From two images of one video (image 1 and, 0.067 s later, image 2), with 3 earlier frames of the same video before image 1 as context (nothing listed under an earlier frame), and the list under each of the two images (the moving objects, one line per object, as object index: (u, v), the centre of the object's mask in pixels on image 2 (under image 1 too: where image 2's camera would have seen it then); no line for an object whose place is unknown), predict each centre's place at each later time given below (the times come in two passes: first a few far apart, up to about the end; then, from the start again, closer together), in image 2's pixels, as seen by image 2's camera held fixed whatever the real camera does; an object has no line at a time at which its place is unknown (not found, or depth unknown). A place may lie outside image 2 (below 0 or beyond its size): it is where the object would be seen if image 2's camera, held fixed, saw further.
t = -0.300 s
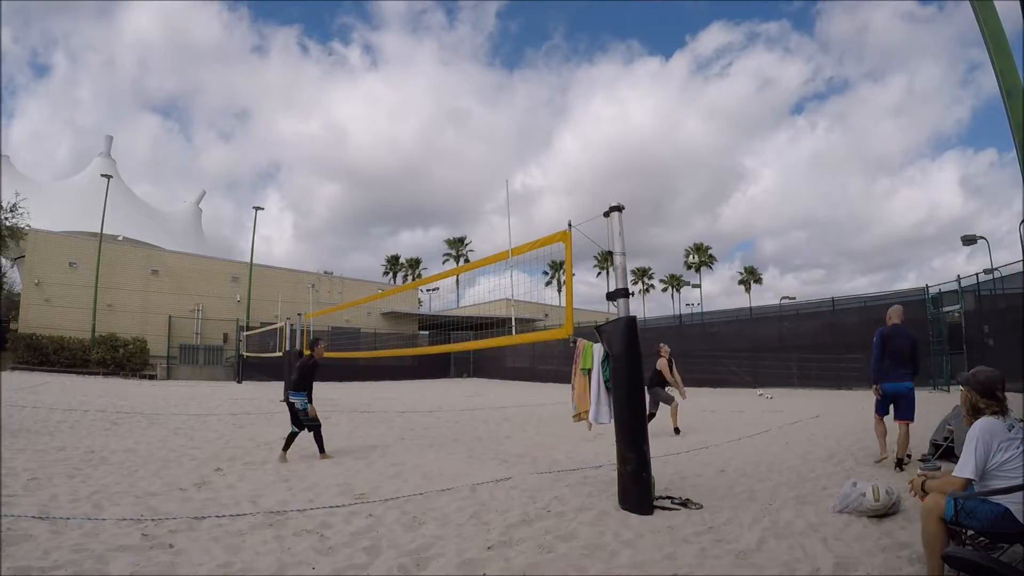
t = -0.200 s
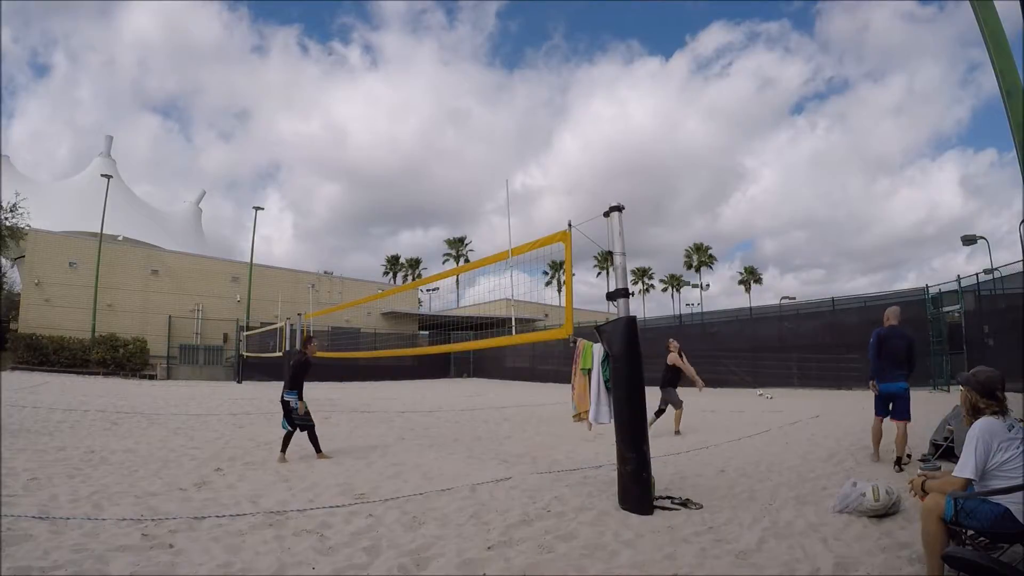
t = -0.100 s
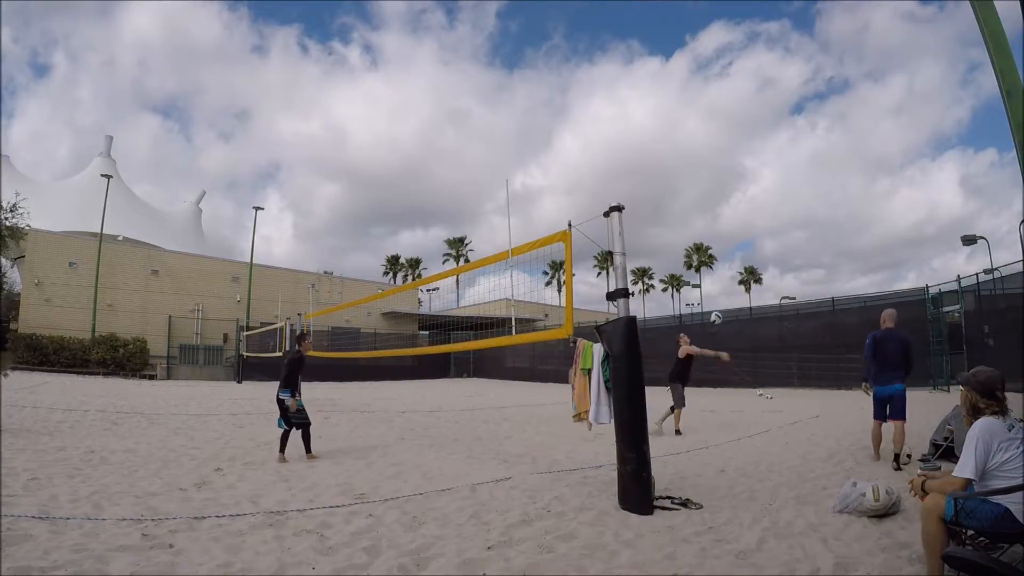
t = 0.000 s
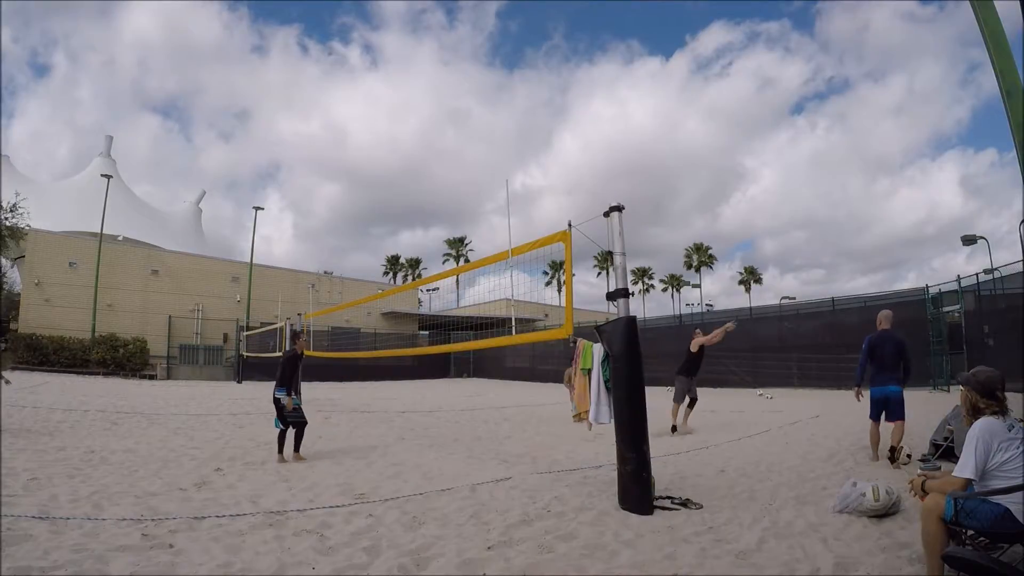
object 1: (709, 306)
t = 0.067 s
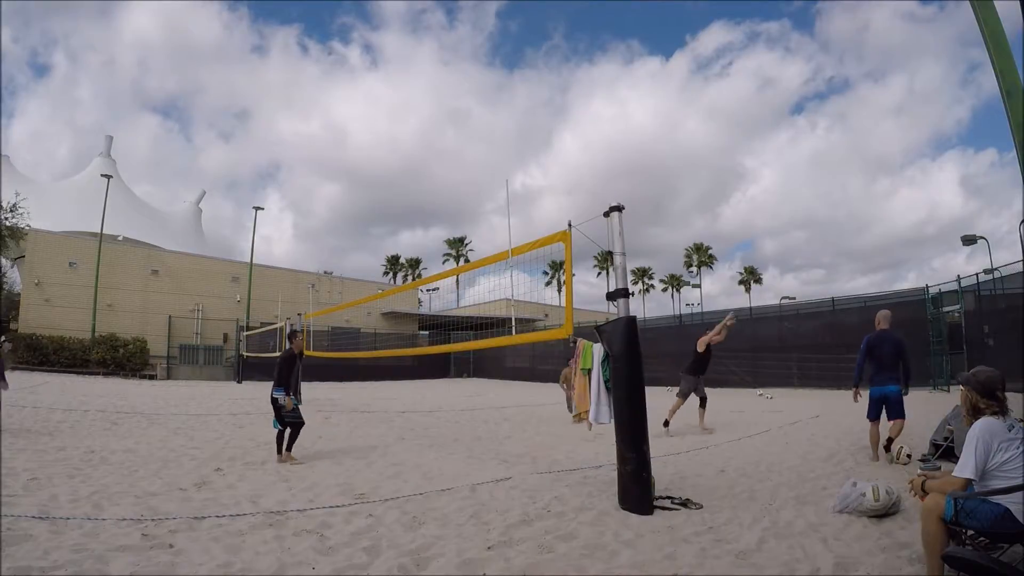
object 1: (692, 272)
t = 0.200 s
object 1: (662, 216)
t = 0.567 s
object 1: (582, 125)
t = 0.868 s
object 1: (524, 106)
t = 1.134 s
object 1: (476, 121)
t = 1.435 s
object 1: (424, 178)
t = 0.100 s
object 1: (685, 256)
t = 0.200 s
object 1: (662, 216)
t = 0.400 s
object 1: (618, 156)
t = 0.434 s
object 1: (610, 148)
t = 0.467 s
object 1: (603, 142)
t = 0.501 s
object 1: (596, 136)
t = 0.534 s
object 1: (589, 130)
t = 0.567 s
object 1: (582, 125)
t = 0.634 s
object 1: (569, 117)
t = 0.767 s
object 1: (543, 108)
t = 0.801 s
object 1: (537, 107)
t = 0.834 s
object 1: (531, 105)
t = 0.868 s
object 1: (524, 106)
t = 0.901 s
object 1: (518, 106)
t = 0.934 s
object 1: (512, 107)
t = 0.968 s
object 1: (506, 108)
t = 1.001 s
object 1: (500, 110)
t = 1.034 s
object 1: (494, 112)
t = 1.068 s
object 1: (488, 114)
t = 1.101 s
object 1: (482, 118)
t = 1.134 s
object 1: (476, 121)
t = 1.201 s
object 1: (464, 131)
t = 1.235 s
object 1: (459, 136)
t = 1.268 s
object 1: (453, 141)
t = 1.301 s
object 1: (446, 147)
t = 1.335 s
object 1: (441, 154)
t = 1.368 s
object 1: (435, 161)
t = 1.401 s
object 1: (430, 170)
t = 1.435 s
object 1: (424, 178)
